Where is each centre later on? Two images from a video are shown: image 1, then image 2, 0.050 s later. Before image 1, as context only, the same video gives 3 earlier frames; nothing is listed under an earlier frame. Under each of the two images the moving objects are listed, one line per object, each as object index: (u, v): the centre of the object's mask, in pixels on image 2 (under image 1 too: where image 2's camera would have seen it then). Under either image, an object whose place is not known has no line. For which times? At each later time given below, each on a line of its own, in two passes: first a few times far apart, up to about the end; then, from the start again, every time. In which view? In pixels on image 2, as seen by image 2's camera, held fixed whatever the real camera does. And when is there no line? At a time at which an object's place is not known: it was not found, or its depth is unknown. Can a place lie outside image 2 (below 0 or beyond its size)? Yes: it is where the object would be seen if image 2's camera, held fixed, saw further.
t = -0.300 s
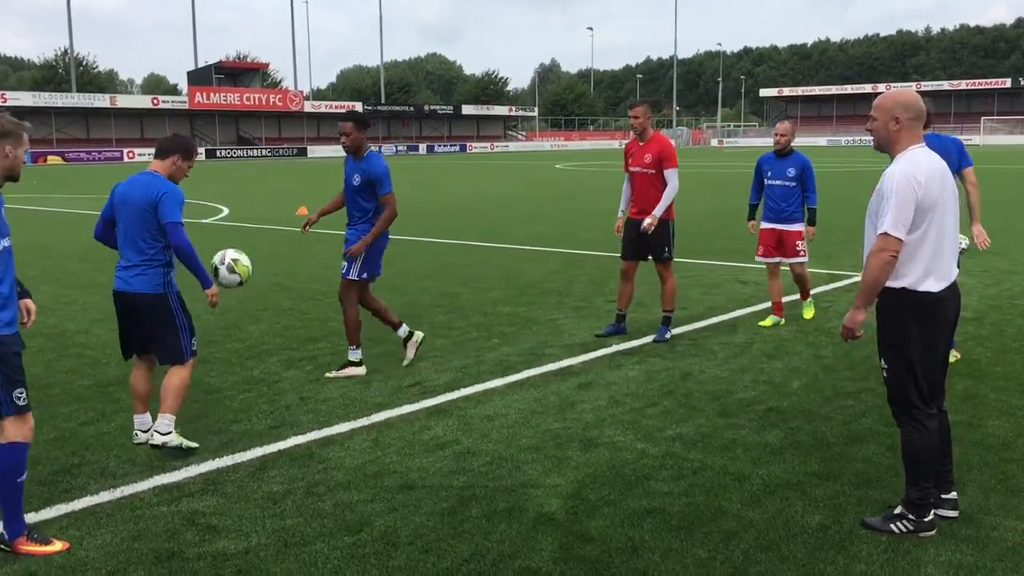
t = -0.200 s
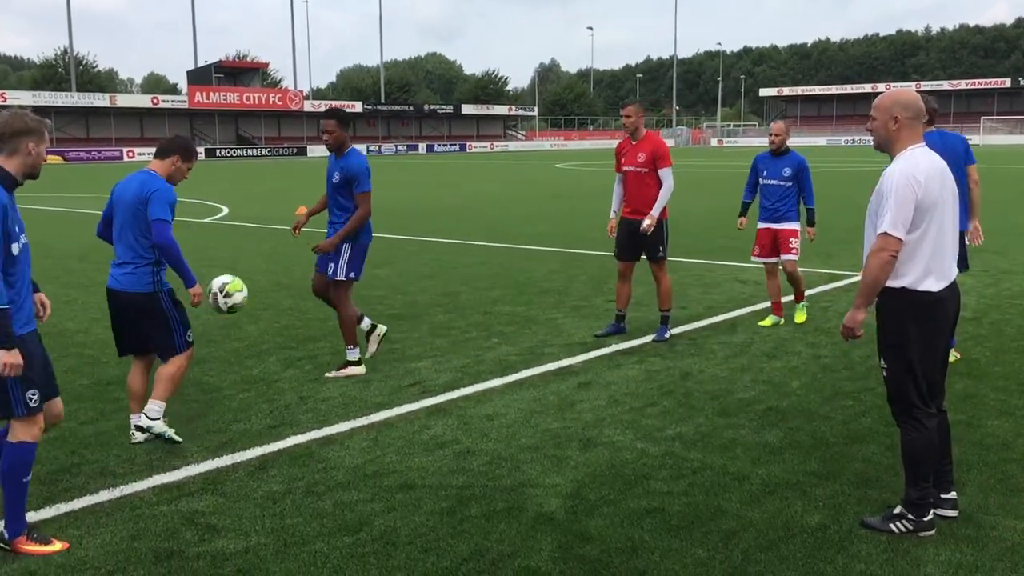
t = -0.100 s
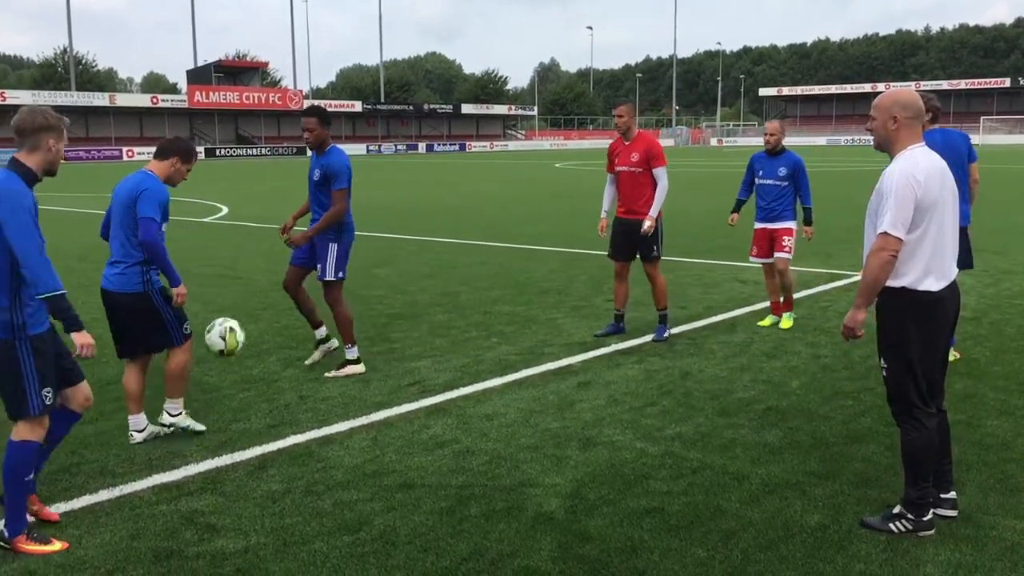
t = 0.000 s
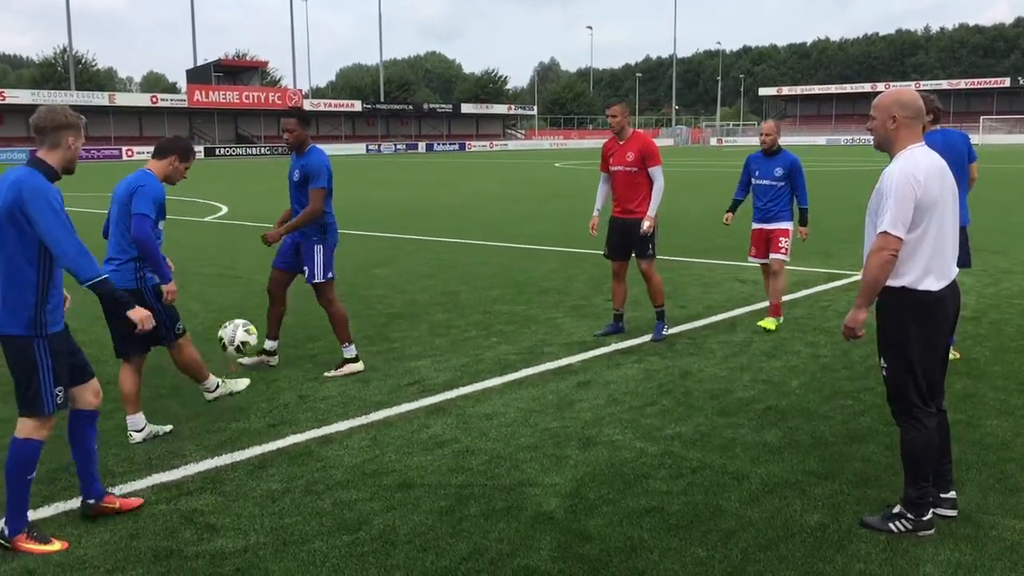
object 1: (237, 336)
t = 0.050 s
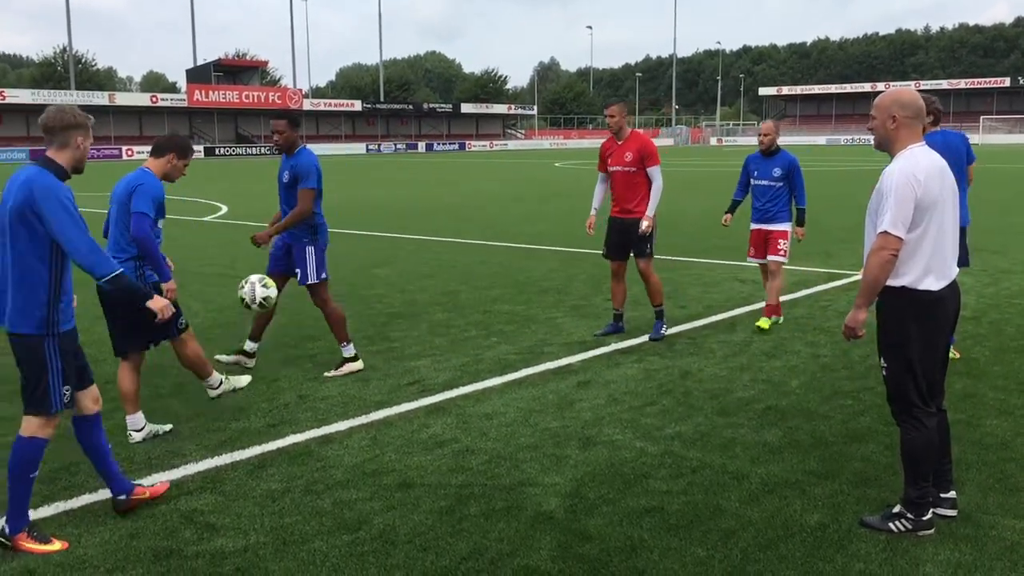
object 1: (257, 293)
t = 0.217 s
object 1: (321, 178)
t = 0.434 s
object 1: (400, 102)
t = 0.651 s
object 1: (473, 104)
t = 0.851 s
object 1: (534, 166)
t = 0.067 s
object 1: (264, 279)
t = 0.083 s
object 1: (271, 265)
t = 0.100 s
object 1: (277, 252)
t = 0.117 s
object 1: (283, 240)
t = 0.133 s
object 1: (290, 228)
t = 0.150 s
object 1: (296, 217)
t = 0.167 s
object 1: (303, 206)
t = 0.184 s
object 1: (309, 196)
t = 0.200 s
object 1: (315, 187)
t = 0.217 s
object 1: (321, 178)
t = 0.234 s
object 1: (328, 169)
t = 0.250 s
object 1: (334, 161)
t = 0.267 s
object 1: (341, 153)
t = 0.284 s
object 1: (347, 146)
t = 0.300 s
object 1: (353, 139)
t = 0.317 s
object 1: (359, 133)
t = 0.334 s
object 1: (365, 127)
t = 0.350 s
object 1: (370, 120)
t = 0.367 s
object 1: (376, 115)
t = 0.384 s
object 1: (382, 112)
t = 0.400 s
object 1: (388, 108)
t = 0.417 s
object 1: (394, 105)
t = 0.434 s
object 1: (400, 102)
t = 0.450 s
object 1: (406, 100)
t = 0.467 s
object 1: (412, 98)
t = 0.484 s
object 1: (418, 96)
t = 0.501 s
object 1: (423, 95)
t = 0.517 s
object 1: (429, 94)
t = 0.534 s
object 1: (435, 94)
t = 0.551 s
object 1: (440, 94)
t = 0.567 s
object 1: (446, 94)
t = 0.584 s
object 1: (451, 96)
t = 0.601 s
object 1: (457, 97)
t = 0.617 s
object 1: (462, 99)
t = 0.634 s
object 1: (467, 101)
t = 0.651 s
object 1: (473, 104)
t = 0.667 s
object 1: (478, 107)
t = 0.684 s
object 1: (483, 111)
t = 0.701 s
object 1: (488, 114)
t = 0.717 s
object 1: (493, 119)
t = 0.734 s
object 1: (499, 124)
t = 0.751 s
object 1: (504, 129)
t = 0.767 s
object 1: (509, 134)
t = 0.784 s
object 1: (513, 140)
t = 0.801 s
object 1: (519, 145)
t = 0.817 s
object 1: (524, 152)
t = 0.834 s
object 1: (528, 158)
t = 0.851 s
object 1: (534, 166)
